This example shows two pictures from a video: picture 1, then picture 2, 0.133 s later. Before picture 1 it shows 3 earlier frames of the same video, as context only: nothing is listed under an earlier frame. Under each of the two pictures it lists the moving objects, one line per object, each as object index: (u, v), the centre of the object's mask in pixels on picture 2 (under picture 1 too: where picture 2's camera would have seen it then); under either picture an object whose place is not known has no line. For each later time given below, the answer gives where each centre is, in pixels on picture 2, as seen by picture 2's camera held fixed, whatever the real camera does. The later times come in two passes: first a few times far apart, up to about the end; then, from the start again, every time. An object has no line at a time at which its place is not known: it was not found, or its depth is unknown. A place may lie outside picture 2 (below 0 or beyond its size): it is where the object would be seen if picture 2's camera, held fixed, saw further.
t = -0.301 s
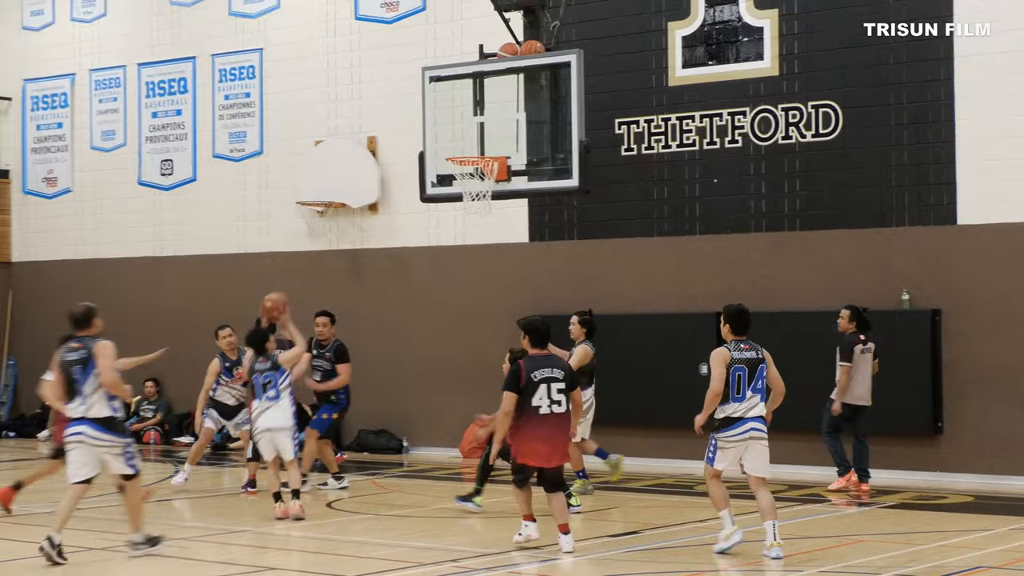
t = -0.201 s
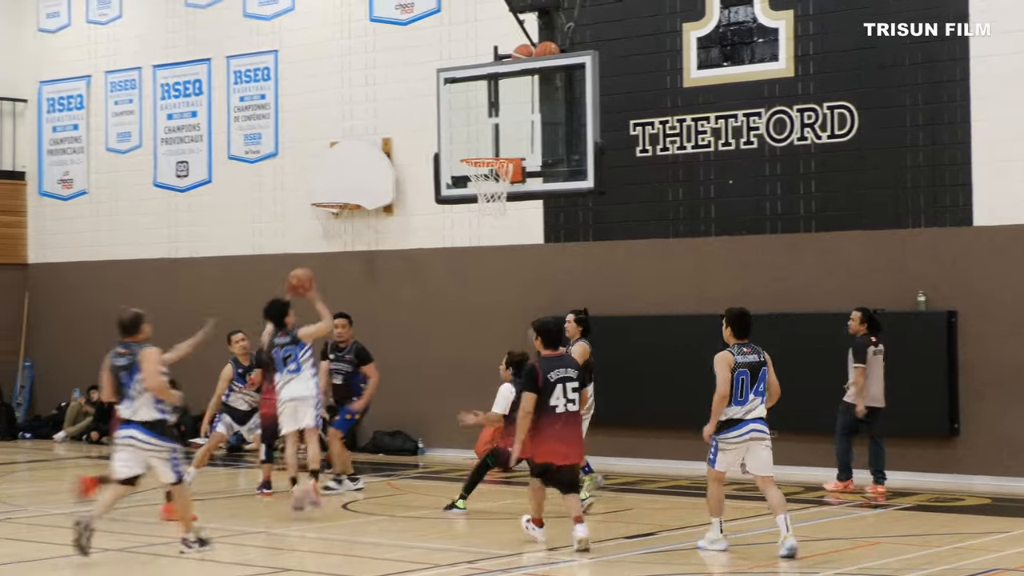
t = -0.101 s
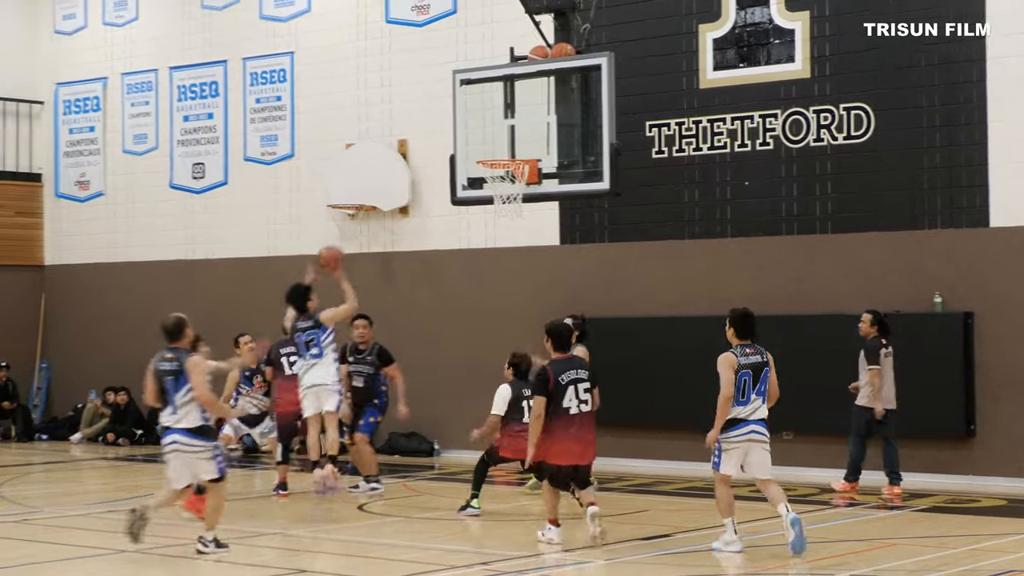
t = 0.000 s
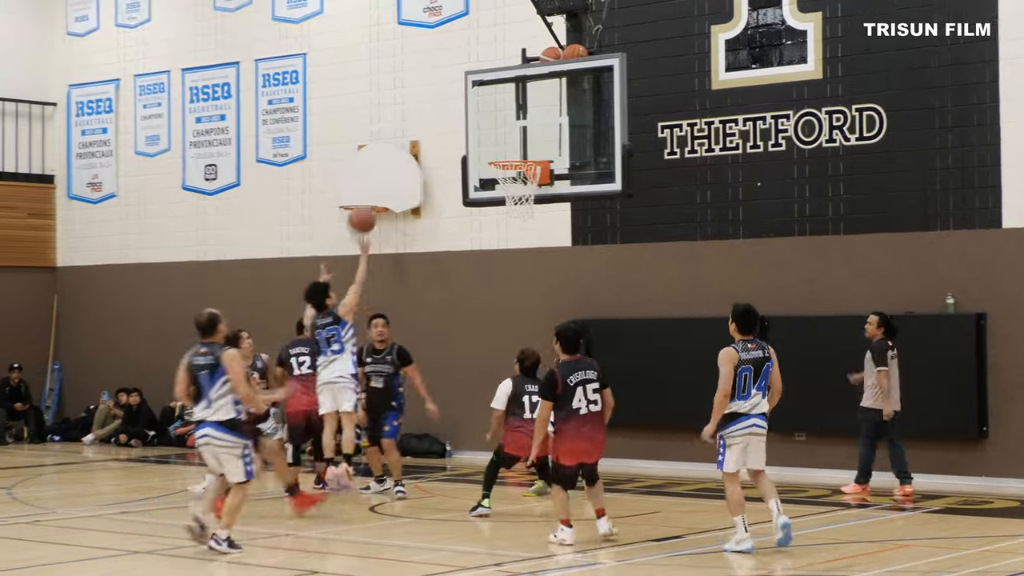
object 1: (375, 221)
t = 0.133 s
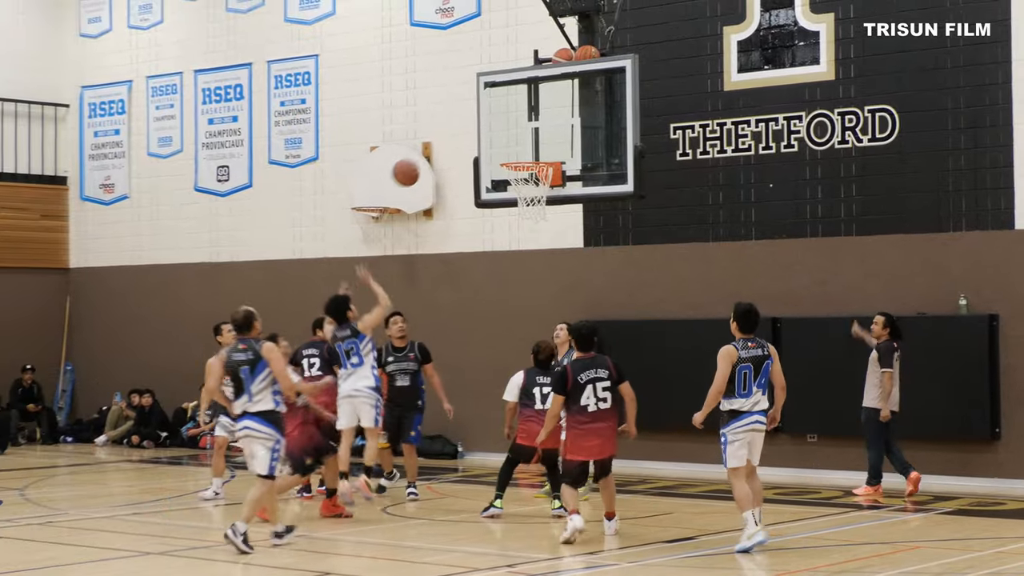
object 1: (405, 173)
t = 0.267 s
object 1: (437, 145)
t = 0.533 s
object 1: (496, 151)
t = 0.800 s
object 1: (501, 149)
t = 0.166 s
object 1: (414, 164)
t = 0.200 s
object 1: (422, 156)
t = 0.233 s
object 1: (429, 150)
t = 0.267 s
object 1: (437, 145)
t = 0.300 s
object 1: (444, 142)
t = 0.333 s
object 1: (451, 140)
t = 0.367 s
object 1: (459, 138)
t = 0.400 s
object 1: (466, 139)
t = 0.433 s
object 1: (474, 140)
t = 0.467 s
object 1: (482, 143)
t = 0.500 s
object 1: (489, 146)
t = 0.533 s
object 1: (496, 151)
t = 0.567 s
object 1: (497, 148)
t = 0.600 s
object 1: (498, 145)
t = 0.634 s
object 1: (498, 144)
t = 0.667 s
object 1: (498, 143)
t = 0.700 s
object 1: (498, 144)
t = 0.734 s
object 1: (499, 146)
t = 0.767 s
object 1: (500, 150)
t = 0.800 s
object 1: (501, 149)
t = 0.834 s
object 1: (503, 149)
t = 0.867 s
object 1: (504, 150)
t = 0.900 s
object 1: (506, 151)
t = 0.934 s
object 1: (508, 152)
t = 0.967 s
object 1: (510, 154)
